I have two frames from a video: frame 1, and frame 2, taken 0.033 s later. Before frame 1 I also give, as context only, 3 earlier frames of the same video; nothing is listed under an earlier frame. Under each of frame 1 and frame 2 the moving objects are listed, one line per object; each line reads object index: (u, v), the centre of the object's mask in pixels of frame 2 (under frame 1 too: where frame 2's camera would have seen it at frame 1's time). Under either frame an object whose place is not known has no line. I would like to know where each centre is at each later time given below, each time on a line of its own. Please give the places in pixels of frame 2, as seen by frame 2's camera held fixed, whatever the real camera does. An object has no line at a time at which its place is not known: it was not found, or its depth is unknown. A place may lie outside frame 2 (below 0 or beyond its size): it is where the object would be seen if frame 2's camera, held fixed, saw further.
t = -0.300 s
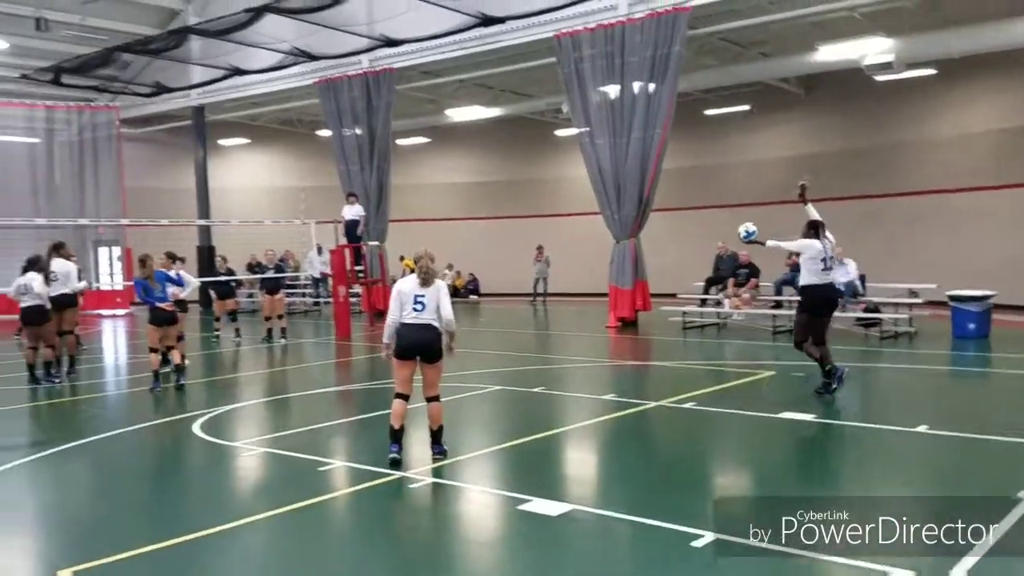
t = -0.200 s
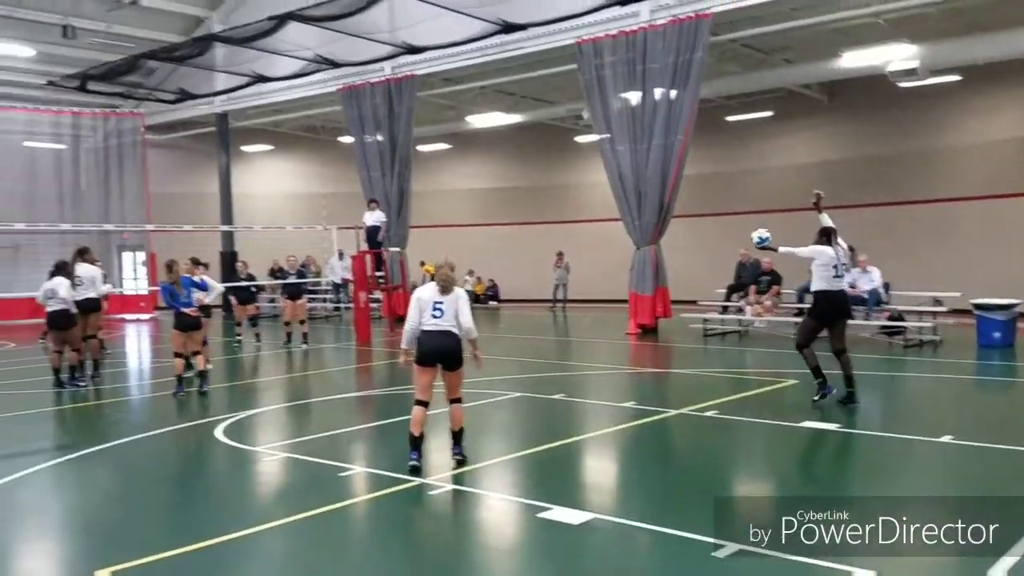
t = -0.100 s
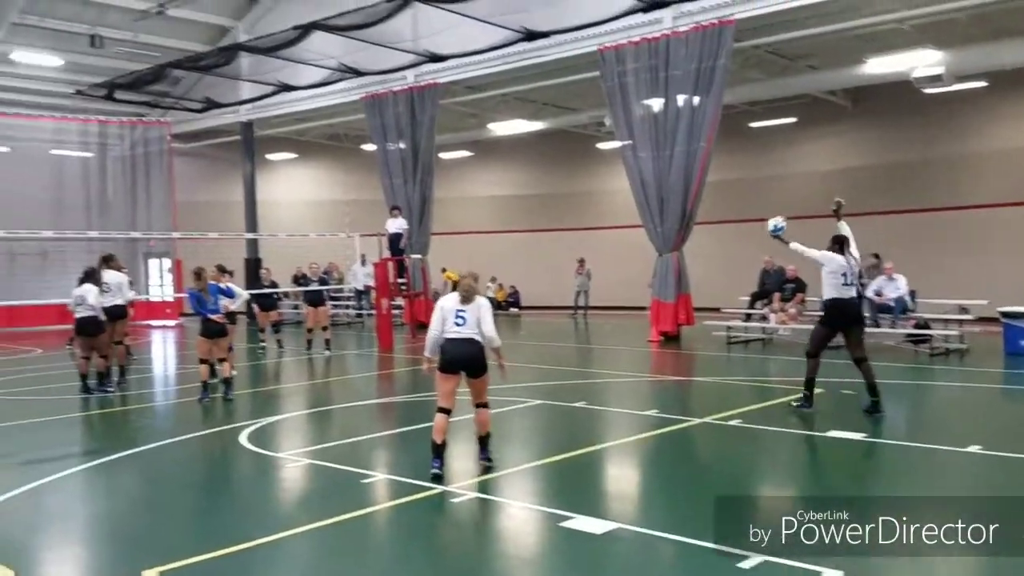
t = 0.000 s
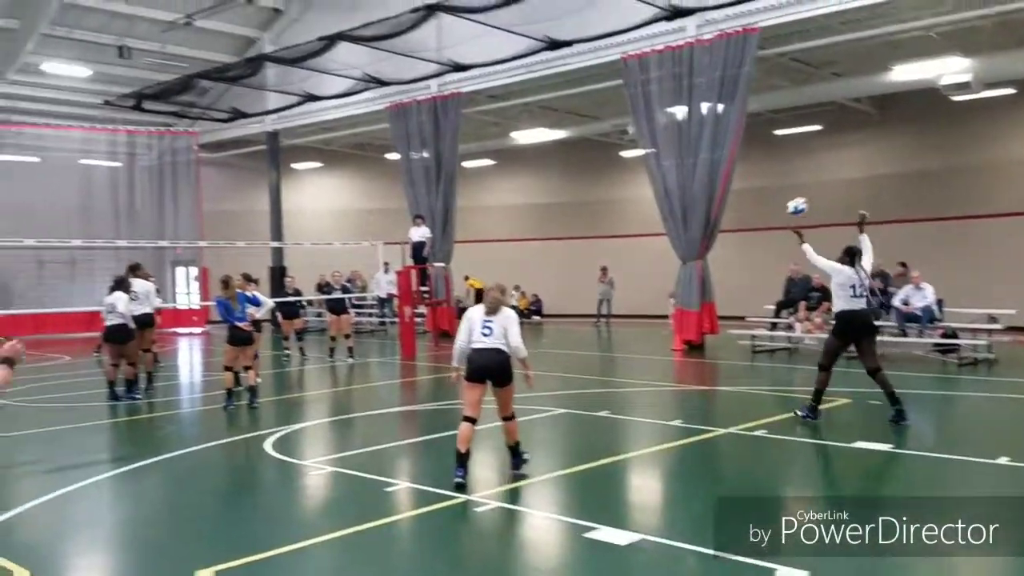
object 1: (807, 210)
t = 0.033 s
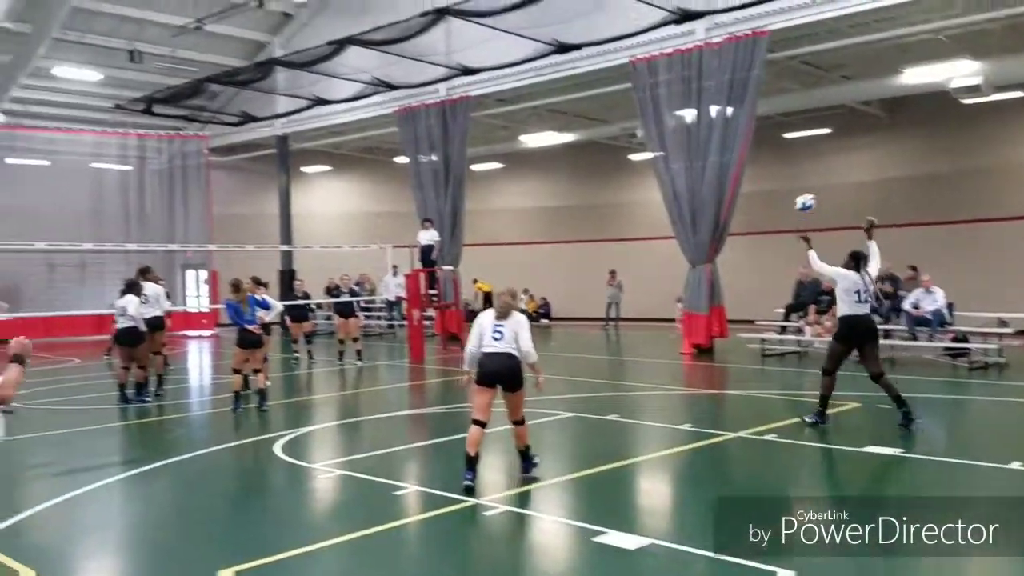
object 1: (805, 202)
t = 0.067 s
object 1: (804, 197)
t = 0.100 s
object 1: (803, 191)
